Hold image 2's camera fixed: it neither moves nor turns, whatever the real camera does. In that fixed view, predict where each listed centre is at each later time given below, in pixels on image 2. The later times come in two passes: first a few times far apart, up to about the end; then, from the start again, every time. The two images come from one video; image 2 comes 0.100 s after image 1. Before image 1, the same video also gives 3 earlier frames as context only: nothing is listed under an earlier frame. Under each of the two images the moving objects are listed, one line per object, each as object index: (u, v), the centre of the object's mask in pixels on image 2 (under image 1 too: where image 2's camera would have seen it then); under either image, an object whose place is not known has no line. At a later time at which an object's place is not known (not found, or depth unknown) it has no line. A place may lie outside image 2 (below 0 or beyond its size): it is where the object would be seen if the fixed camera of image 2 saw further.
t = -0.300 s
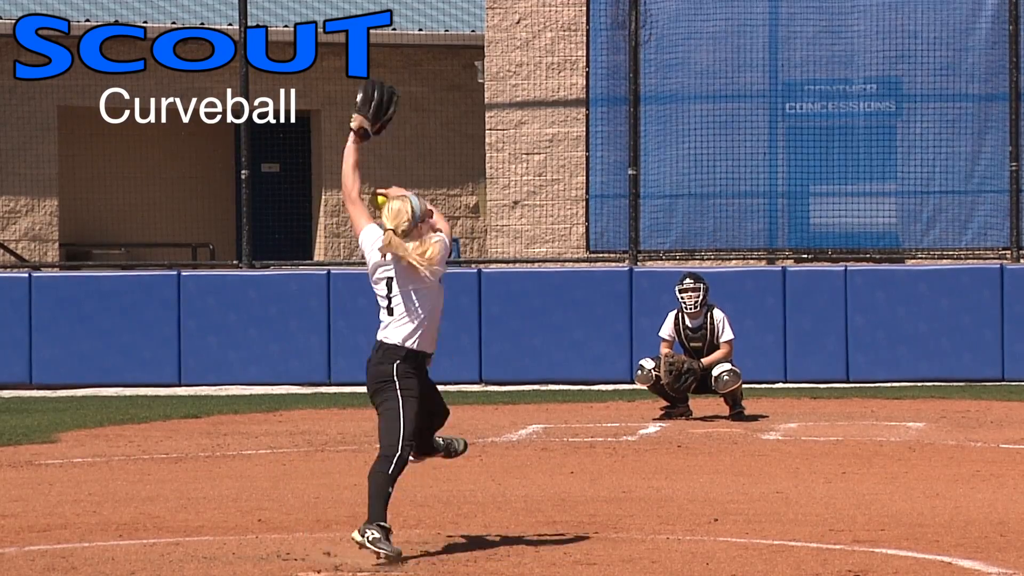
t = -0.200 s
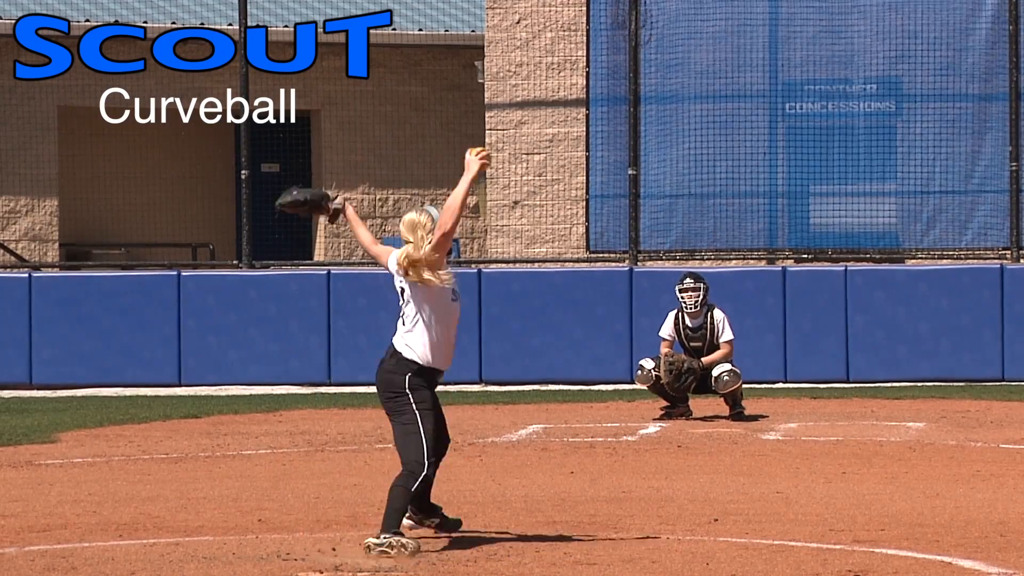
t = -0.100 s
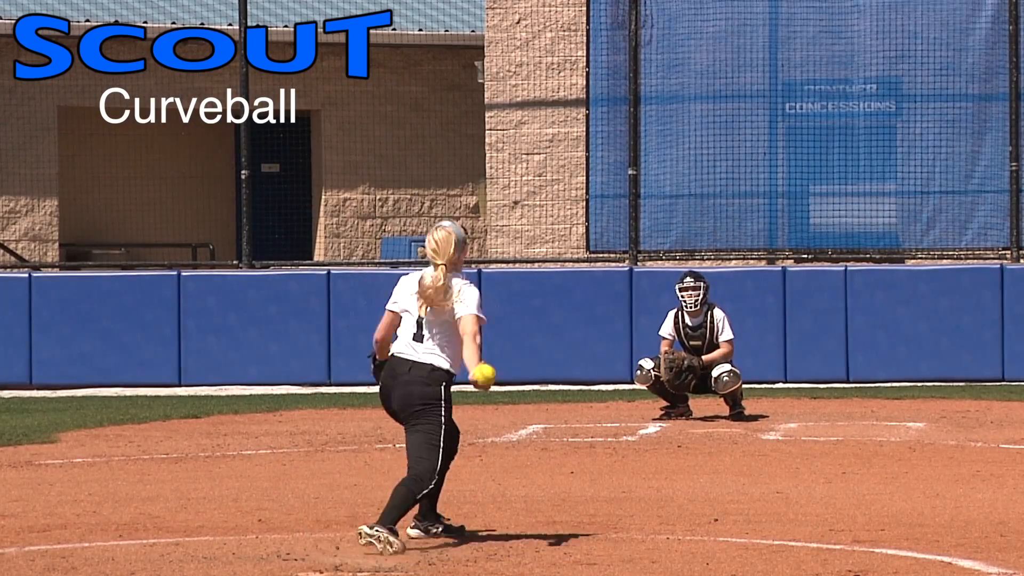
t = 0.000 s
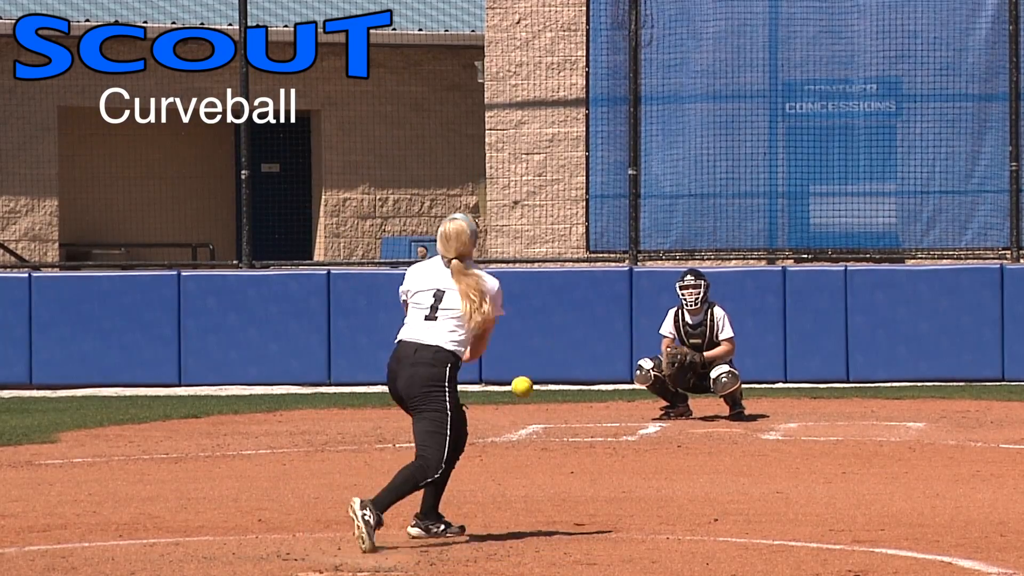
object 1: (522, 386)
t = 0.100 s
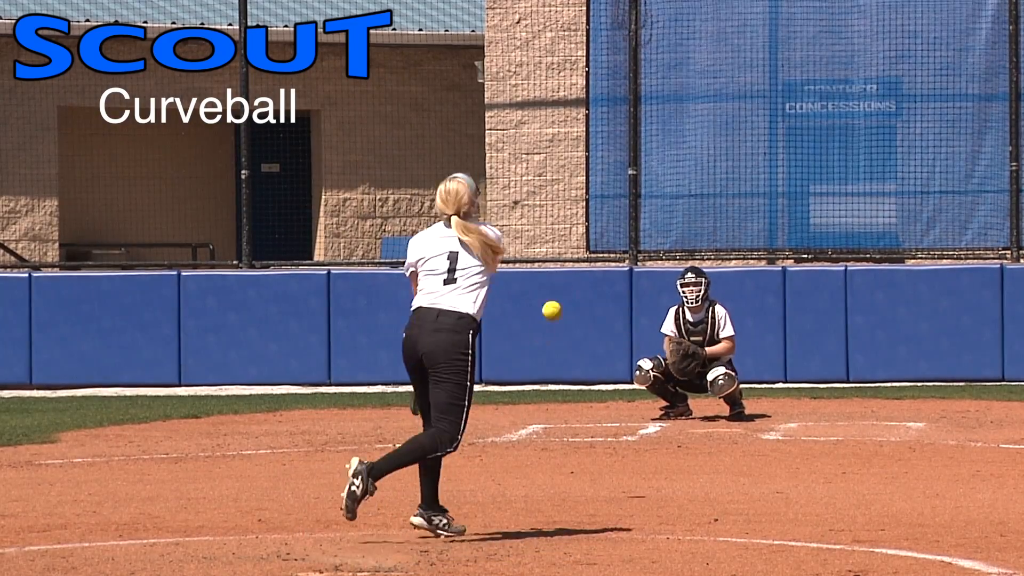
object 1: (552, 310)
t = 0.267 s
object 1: (593, 248)
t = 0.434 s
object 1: (624, 239)
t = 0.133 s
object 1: (560, 292)
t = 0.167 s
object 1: (569, 277)
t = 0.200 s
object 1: (578, 264)
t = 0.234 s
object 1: (585, 255)
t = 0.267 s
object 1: (593, 248)
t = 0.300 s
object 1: (600, 242)
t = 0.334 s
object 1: (606, 239)
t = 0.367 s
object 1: (613, 237)
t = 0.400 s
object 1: (618, 238)
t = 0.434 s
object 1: (624, 239)
